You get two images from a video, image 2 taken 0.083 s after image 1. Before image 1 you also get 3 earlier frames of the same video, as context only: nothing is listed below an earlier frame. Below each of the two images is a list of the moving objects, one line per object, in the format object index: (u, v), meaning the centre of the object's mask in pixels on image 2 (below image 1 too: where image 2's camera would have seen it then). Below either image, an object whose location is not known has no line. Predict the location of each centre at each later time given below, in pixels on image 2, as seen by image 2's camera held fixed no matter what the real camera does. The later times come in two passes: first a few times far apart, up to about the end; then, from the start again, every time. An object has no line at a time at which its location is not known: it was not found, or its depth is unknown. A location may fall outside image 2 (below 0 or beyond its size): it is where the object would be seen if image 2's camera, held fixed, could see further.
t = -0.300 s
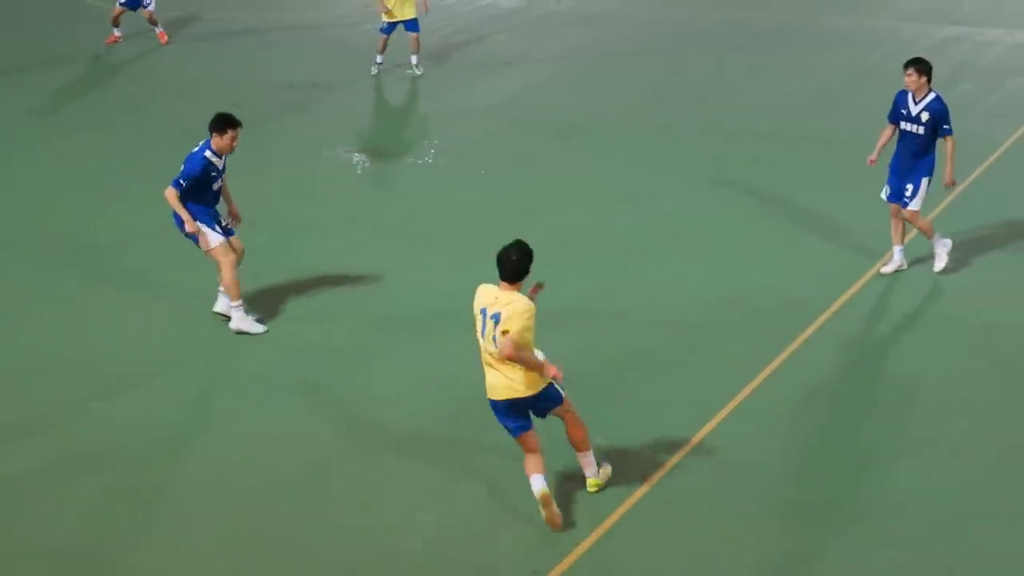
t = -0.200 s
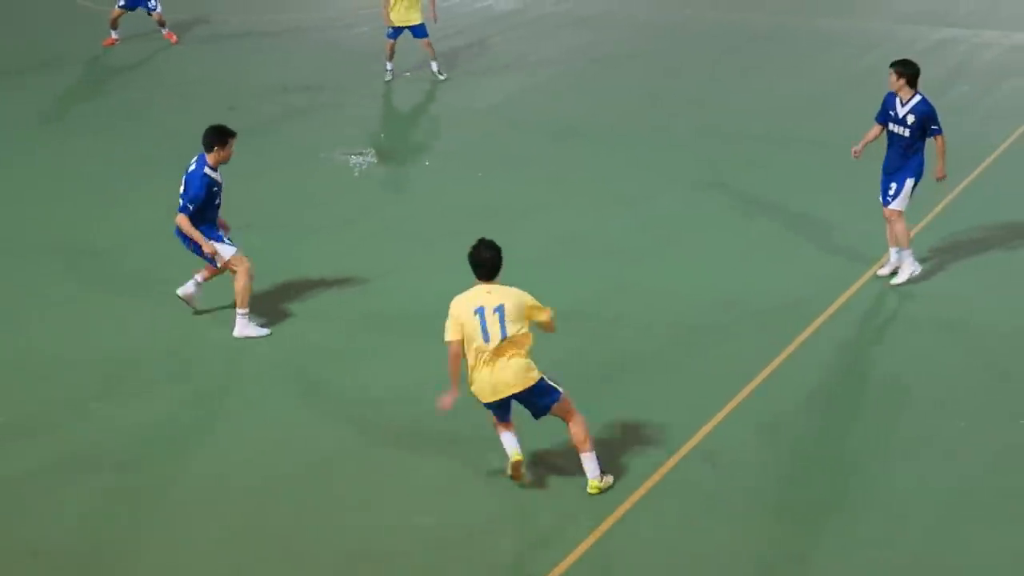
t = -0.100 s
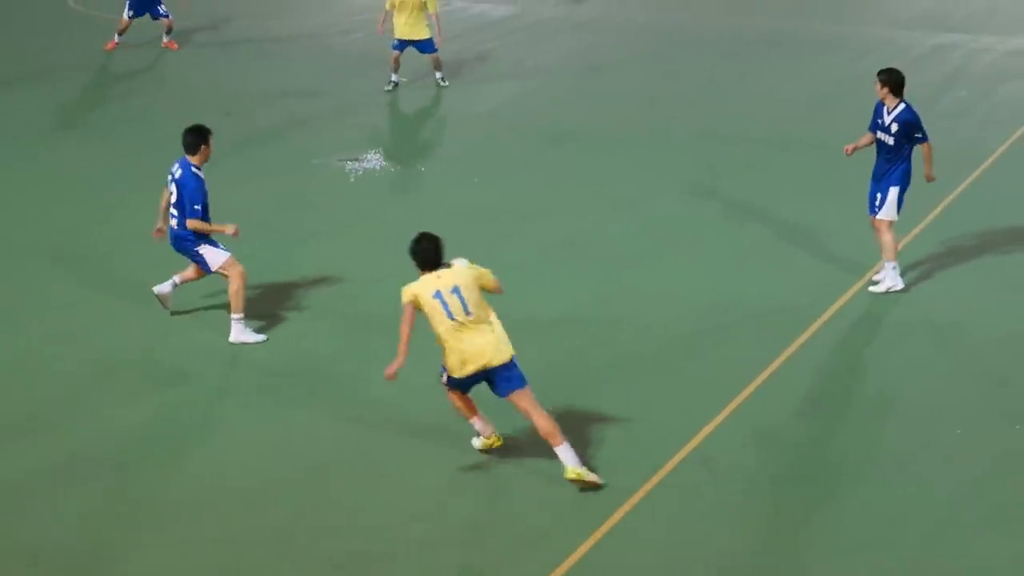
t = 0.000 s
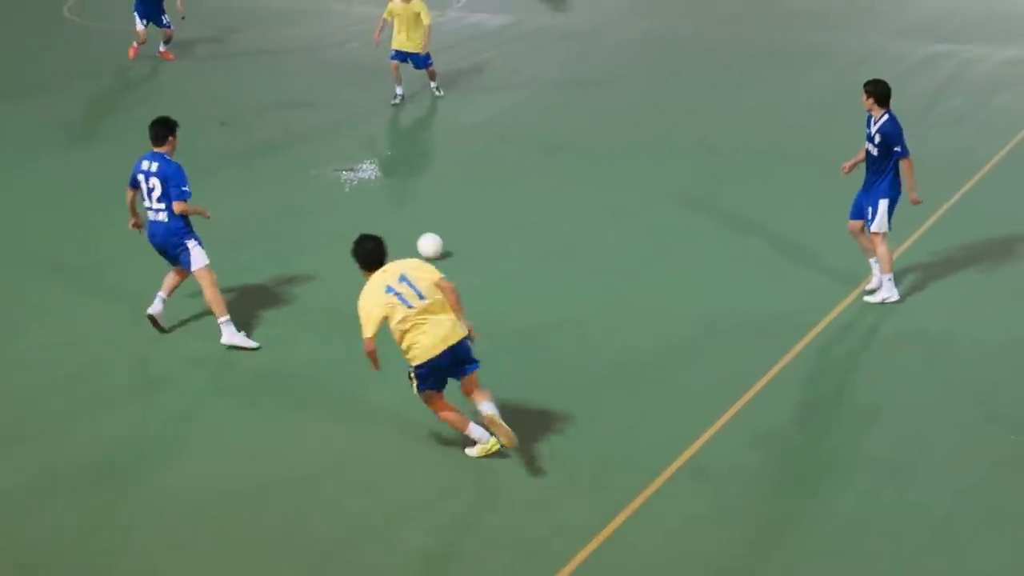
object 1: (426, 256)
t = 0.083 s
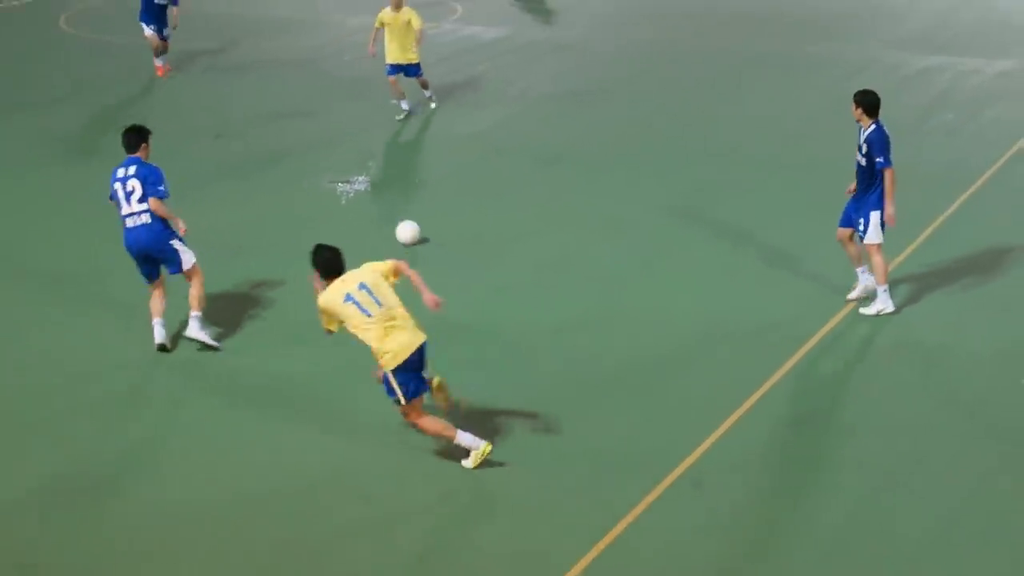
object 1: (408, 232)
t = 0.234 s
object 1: (381, 194)
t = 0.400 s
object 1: (356, 165)
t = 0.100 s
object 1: (404, 228)
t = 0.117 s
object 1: (400, 222)
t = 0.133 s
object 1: (397, 217)
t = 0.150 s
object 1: (395, 212)
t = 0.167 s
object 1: (392, 207)
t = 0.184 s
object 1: (390, 204)
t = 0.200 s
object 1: (387, 199)
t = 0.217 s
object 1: (382, 197)
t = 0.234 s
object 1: (381, 194)
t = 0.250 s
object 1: (379, 193)
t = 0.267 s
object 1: (377, 189)
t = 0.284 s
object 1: (374, 185)
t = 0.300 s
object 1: (370, 180)
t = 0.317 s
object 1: (367, 176)
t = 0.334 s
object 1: (364, 173)
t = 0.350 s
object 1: (362, 171)
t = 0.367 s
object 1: (360, 168)
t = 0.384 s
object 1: (358, 166)
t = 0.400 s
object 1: (356, 165)
